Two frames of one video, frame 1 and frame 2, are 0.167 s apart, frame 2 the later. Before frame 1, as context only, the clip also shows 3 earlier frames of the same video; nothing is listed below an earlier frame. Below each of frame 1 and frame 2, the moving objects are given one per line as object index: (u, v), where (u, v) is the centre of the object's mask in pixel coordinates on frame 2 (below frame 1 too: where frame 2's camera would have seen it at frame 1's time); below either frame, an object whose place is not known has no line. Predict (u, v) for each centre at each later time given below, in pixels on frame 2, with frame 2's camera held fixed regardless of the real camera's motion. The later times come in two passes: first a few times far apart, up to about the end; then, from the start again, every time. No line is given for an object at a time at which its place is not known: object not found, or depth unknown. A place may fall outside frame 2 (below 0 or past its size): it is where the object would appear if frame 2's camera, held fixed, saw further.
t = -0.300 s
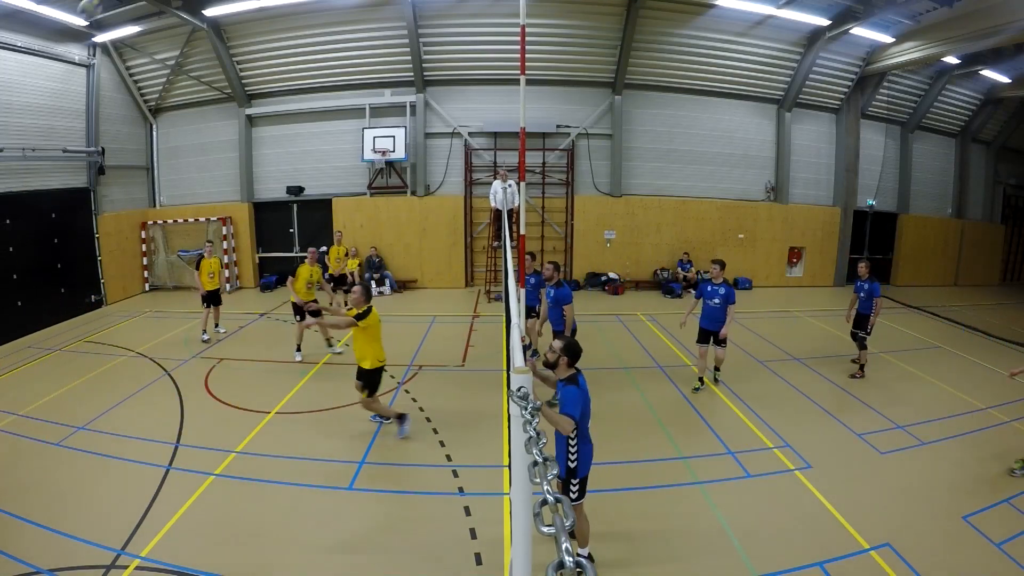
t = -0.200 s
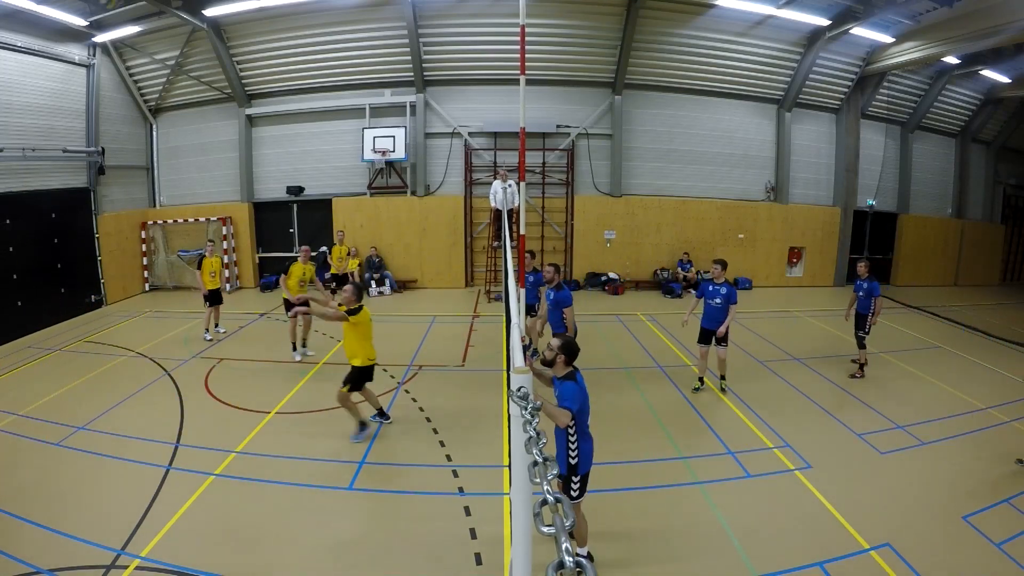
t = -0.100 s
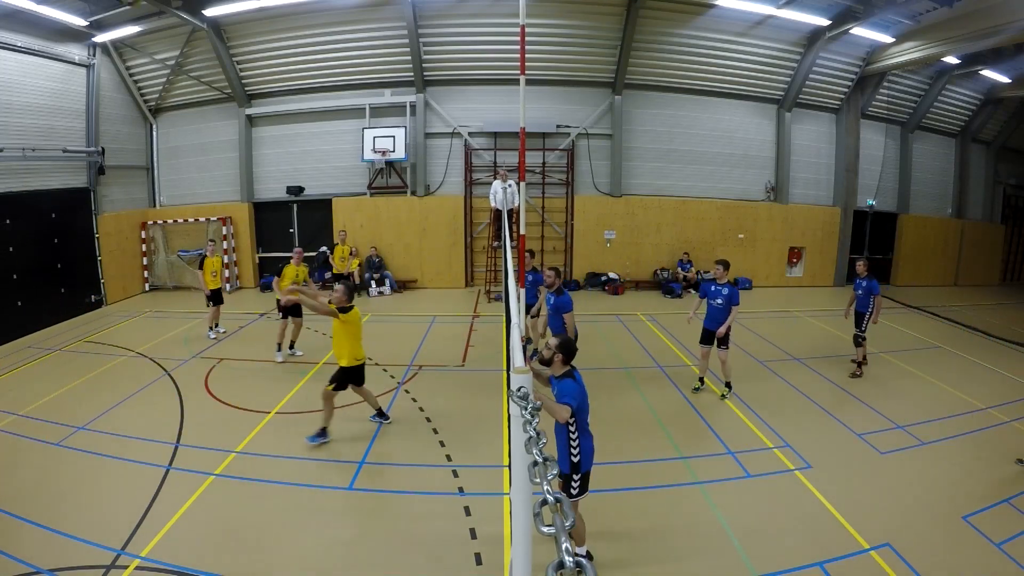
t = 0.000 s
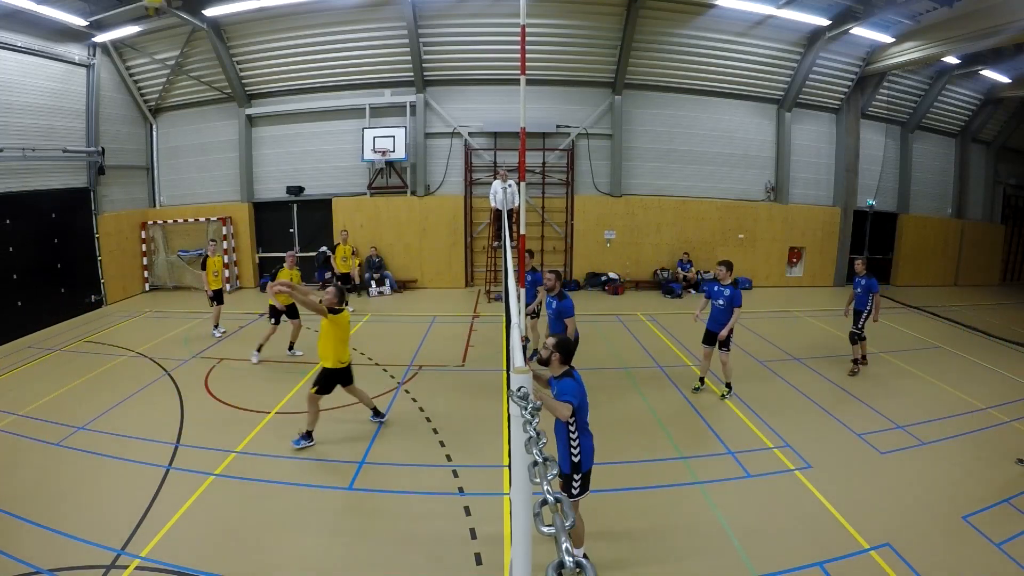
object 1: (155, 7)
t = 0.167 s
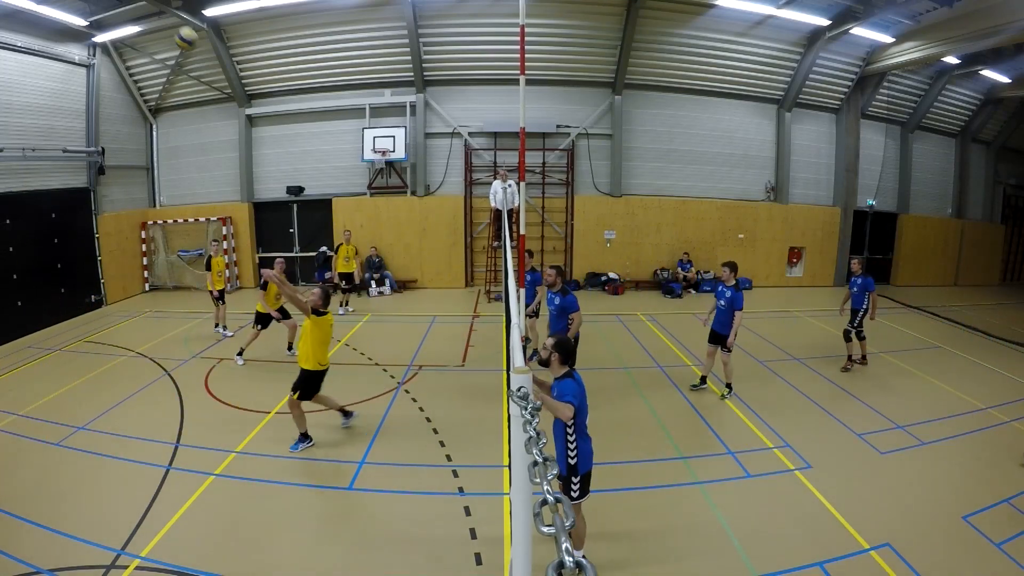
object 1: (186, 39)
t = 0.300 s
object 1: (212, 86)
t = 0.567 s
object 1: (270, 232)
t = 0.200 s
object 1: (193, 48)
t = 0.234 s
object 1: (199, 59)
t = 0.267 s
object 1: (205, 72)
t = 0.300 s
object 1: (212, 86)
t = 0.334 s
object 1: (219, 101)
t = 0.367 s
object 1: (225, 117)
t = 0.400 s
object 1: (232, 134)
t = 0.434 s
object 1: (239, 151)
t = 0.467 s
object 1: (246, 170)
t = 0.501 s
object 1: (253, 188)
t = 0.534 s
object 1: (262, 211)
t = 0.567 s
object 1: (270, 232)
